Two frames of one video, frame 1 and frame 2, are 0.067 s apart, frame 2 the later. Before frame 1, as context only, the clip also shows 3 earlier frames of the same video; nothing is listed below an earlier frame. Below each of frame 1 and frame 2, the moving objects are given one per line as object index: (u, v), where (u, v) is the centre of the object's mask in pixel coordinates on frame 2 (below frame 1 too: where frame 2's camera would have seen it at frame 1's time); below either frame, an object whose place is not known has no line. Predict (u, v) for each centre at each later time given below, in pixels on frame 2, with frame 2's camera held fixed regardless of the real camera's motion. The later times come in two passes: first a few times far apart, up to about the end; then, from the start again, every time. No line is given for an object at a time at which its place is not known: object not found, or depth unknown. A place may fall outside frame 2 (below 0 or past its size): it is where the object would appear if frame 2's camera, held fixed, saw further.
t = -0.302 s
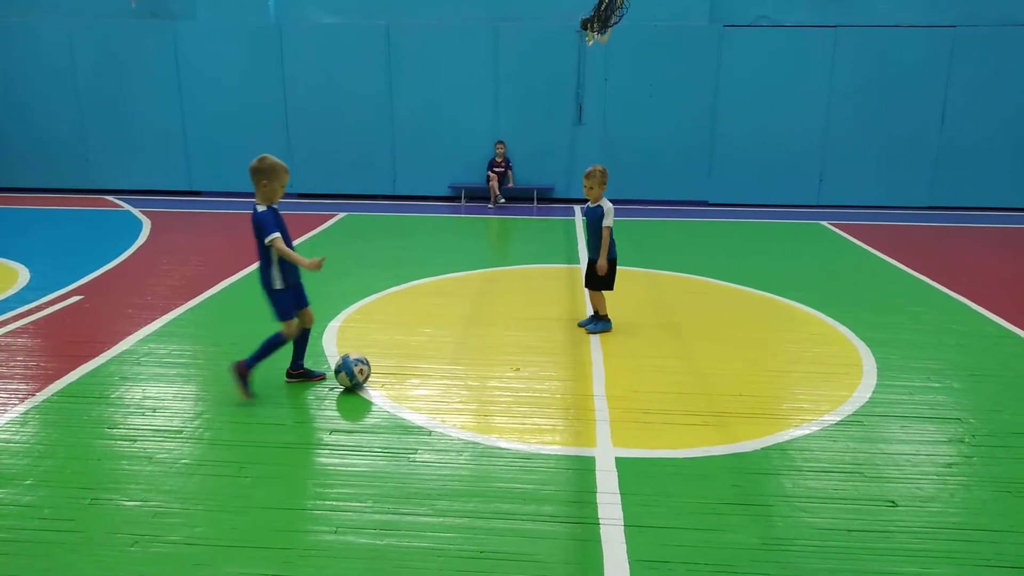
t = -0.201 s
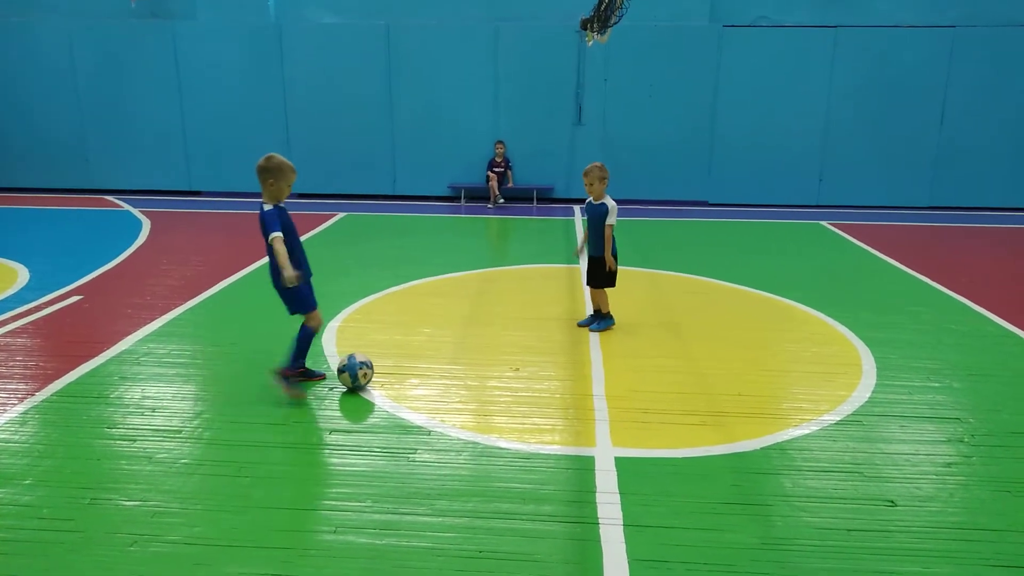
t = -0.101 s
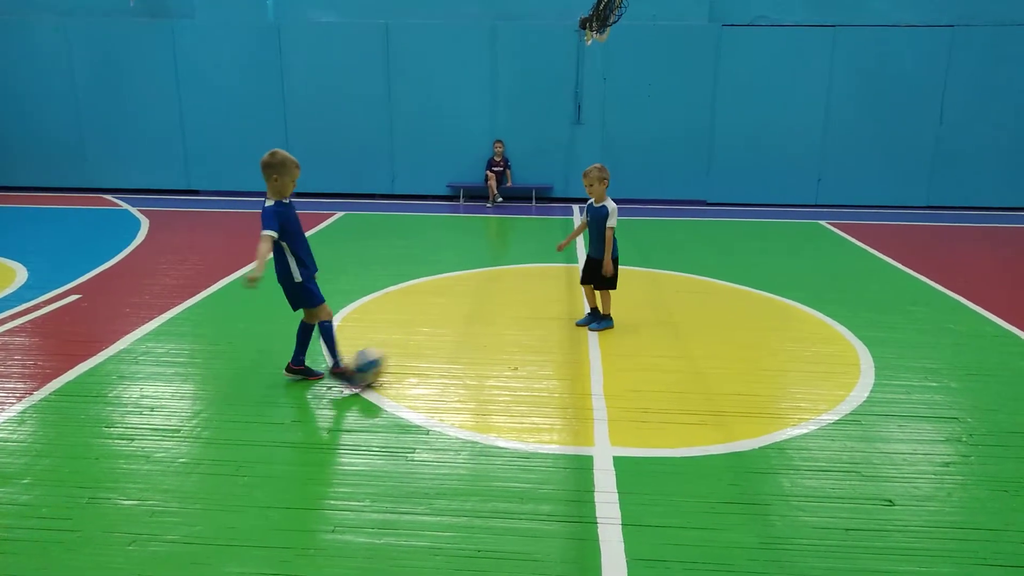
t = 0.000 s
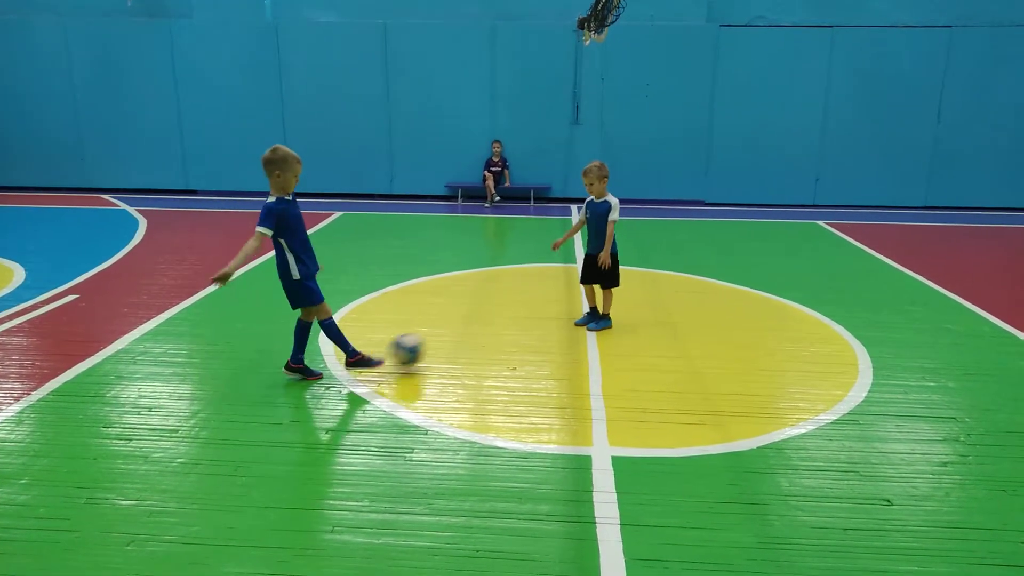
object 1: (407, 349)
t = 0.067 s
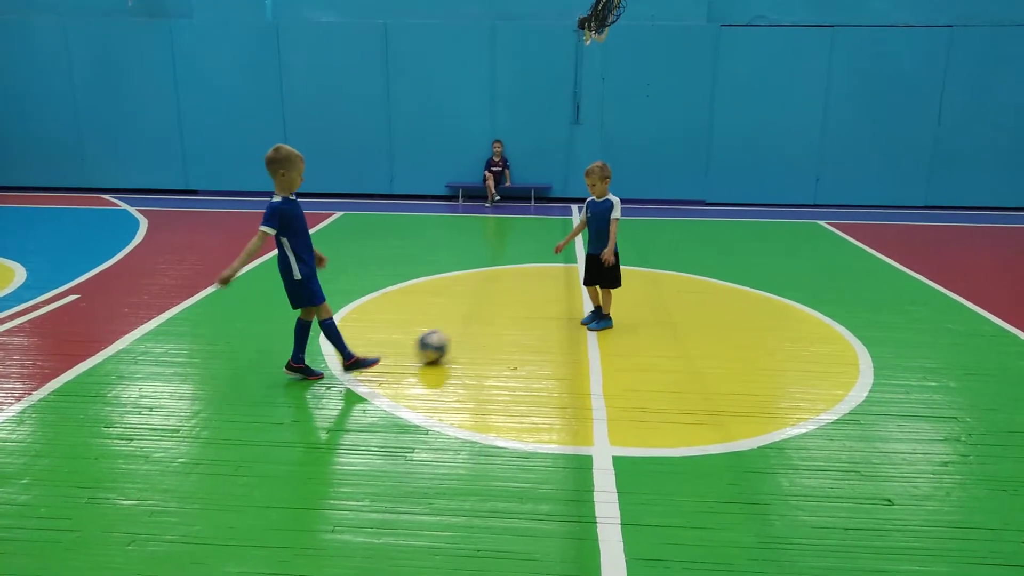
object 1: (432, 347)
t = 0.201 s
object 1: (469, 336)
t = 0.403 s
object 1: (506, 325)
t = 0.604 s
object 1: (541, 316)
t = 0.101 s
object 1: (442, 342)
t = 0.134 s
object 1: (451, 338)
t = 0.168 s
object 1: (460, 336)
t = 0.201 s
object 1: (469, 336)
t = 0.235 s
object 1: (476, 333)
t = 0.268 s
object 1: (482, 331)
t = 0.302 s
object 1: (488, 331)
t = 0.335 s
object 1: (494, 329)
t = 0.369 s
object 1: (500, 327)
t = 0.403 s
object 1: (506, 325)
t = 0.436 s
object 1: (513, 324)
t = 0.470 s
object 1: (519, 322)
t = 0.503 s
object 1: (525, 321)
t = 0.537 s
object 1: (531, 319)
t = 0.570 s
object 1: (536, 318)
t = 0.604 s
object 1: (541, 316)
